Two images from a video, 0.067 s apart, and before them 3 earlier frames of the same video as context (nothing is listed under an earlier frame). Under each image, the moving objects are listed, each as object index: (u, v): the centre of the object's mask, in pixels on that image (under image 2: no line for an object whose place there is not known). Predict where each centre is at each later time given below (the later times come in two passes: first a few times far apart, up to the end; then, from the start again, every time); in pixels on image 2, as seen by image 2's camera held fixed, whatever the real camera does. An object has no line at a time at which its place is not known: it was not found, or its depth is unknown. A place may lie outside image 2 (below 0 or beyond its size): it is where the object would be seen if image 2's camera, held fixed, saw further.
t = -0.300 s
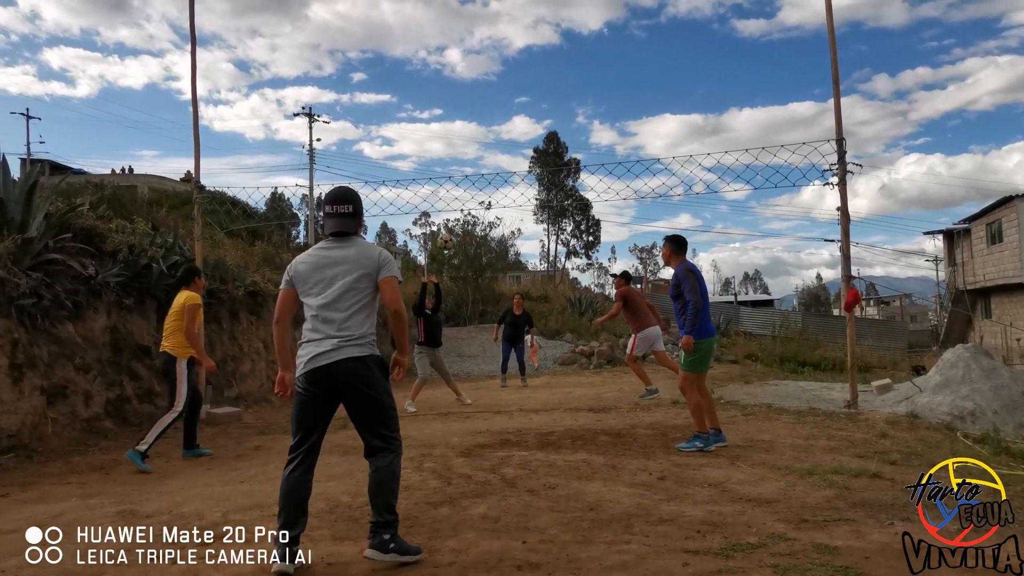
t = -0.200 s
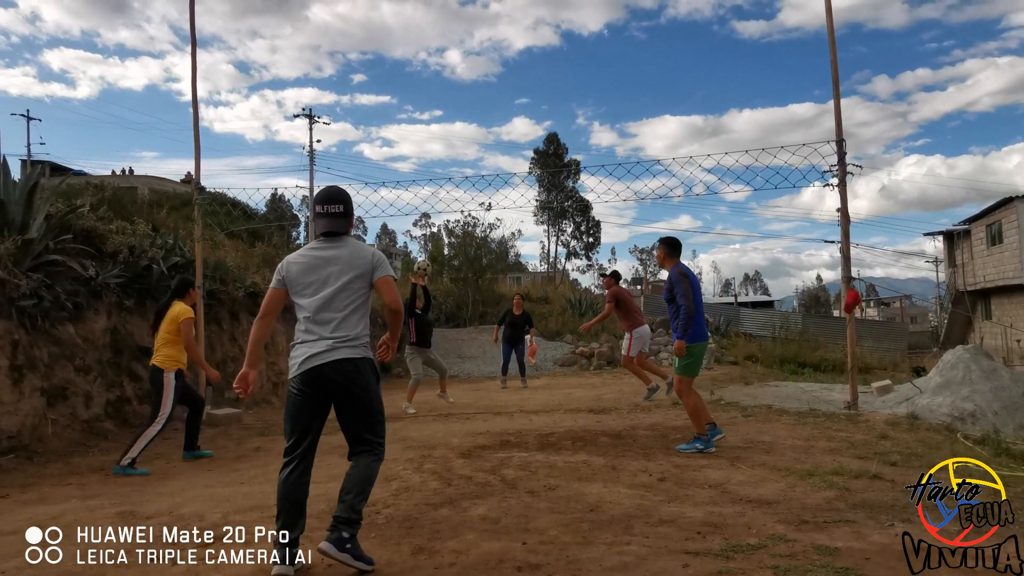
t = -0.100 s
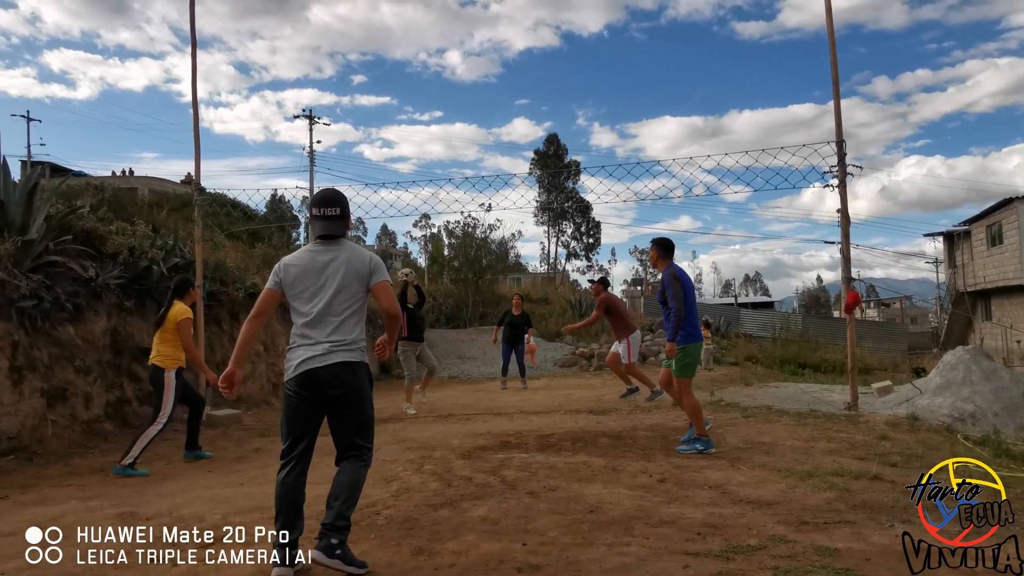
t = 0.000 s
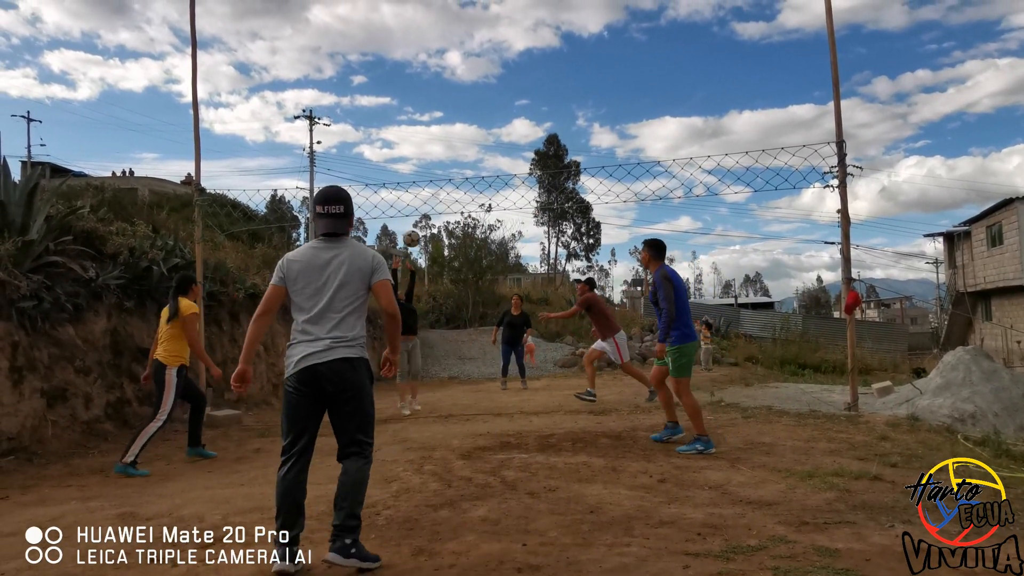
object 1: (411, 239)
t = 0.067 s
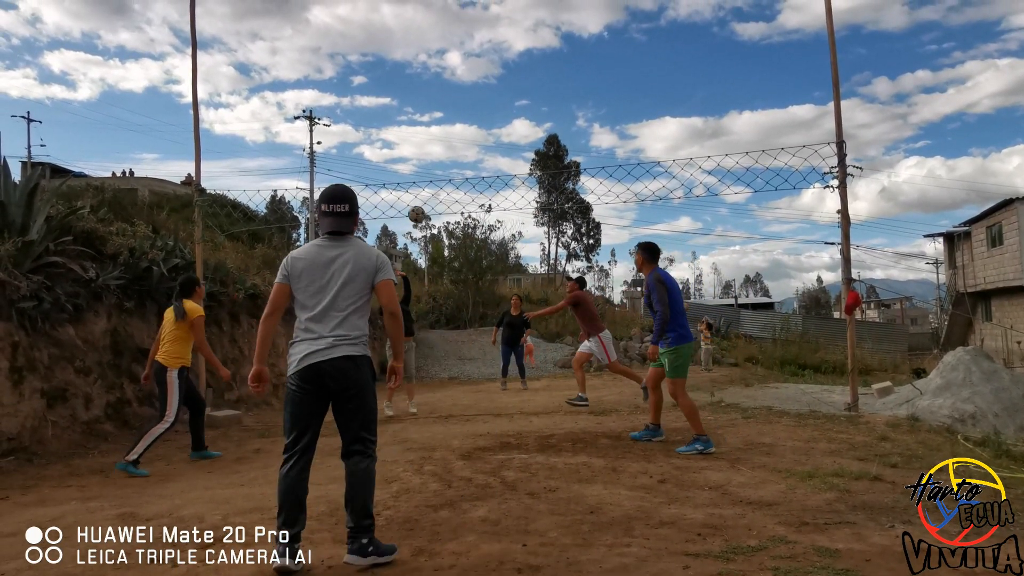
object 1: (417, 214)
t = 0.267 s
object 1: (432, 160)
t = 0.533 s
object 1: (455, 137)
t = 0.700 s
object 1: (470, 151)
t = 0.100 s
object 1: (419, 203)
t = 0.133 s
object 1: (422, 193)
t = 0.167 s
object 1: (424, 183)
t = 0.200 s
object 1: (427, 175)
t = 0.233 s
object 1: (429, 167)
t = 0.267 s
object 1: (432, 160)
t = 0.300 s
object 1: (435, 154)
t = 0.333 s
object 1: (437, 149)
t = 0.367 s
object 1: (440, 145)
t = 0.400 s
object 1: (443, 142)
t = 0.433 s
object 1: (446, 139)
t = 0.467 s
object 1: (449, 138)
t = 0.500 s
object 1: (452, 137)
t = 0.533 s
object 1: (455, 137)
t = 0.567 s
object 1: (458, 138)
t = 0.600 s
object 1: (461, 140)
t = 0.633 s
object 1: (464, 143)
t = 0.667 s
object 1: (467, 147)
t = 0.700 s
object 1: (470, 151)
